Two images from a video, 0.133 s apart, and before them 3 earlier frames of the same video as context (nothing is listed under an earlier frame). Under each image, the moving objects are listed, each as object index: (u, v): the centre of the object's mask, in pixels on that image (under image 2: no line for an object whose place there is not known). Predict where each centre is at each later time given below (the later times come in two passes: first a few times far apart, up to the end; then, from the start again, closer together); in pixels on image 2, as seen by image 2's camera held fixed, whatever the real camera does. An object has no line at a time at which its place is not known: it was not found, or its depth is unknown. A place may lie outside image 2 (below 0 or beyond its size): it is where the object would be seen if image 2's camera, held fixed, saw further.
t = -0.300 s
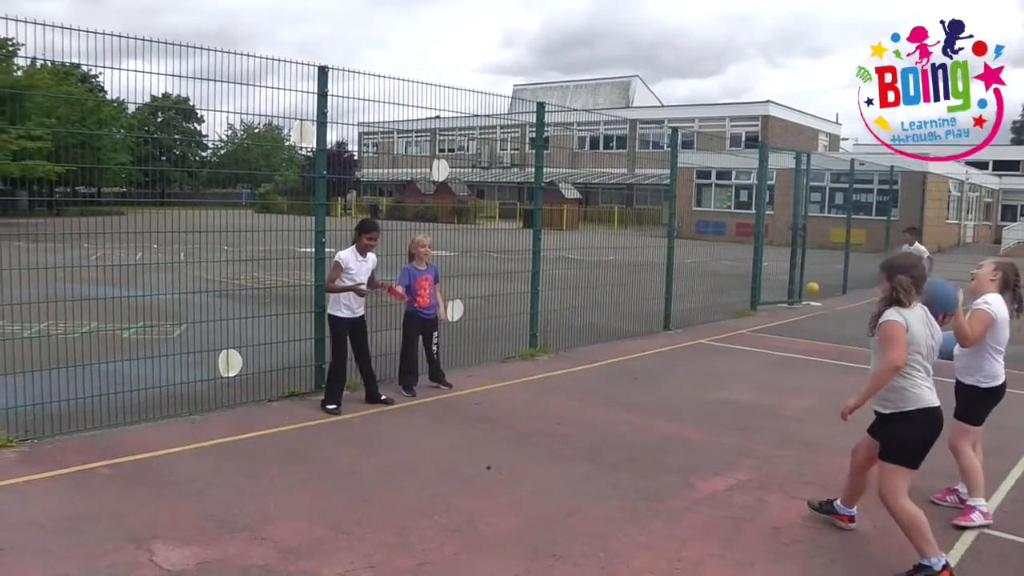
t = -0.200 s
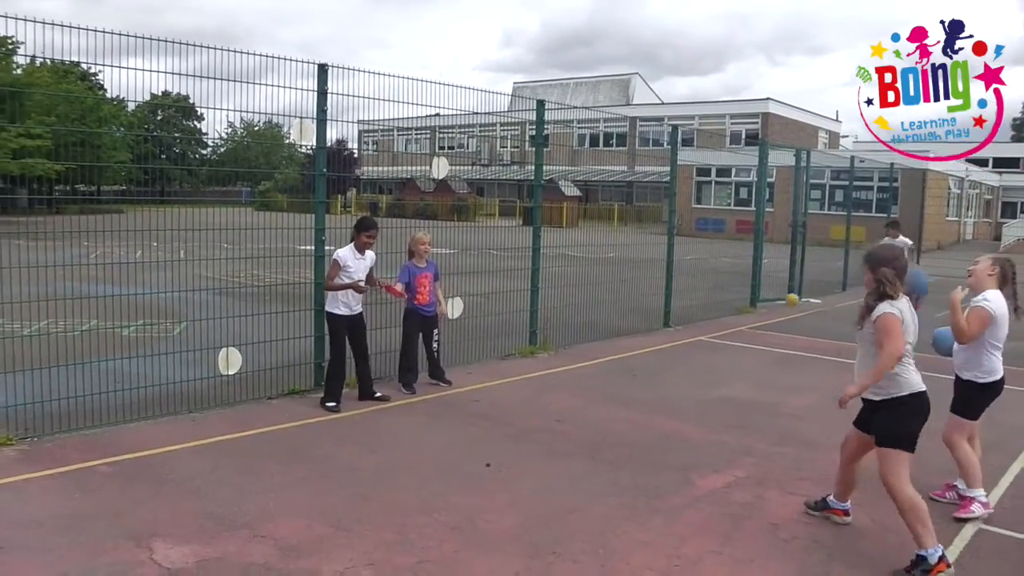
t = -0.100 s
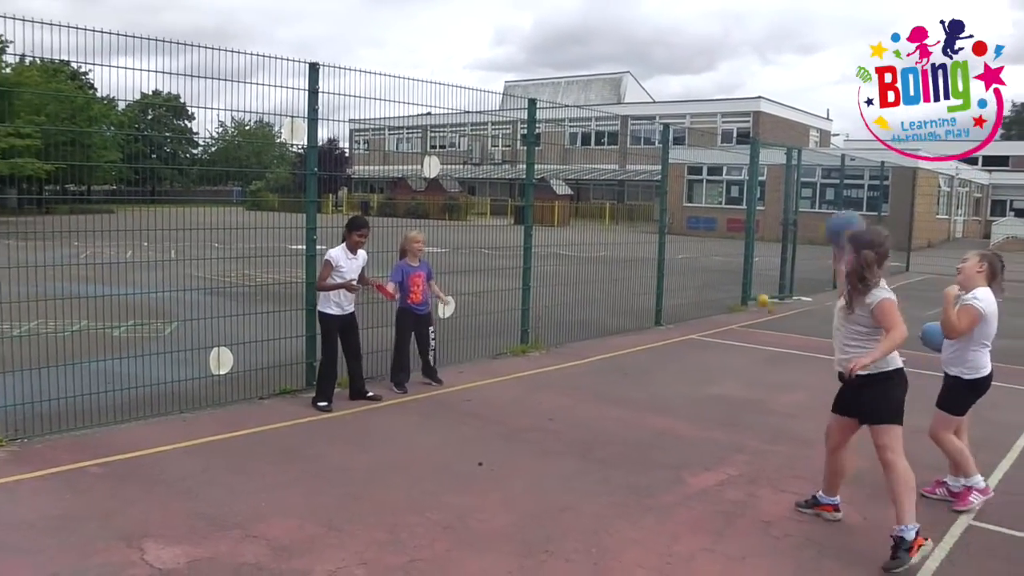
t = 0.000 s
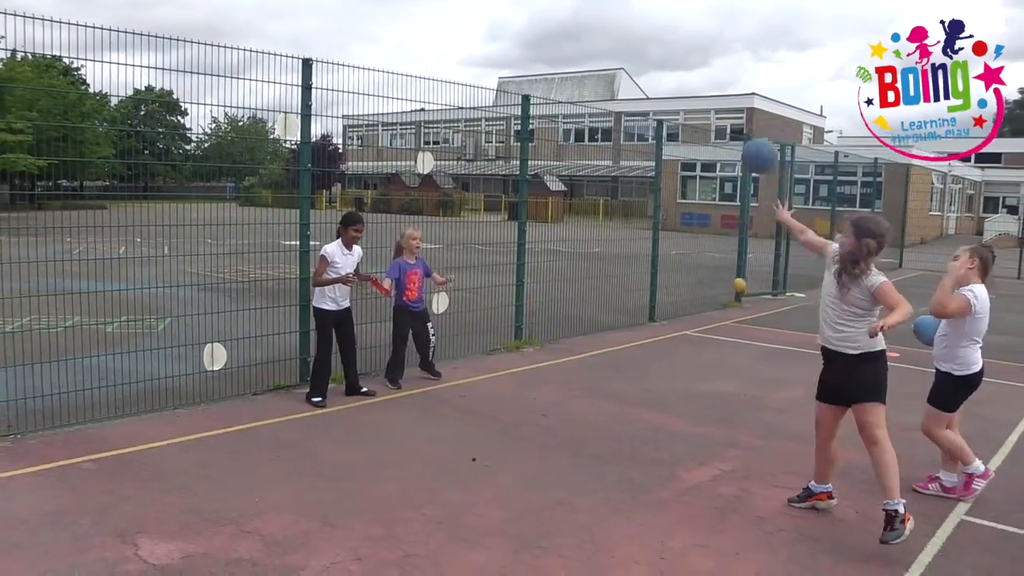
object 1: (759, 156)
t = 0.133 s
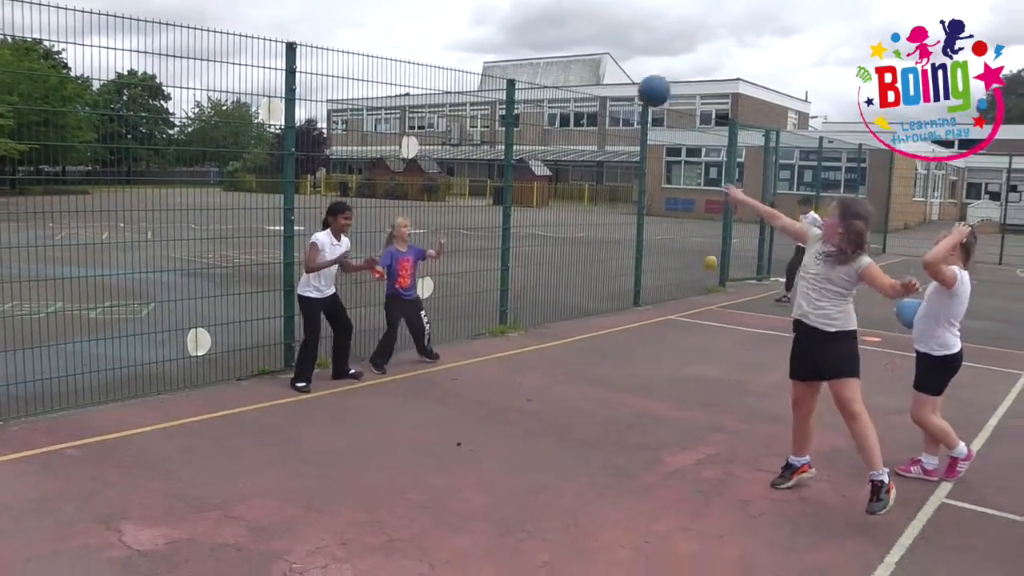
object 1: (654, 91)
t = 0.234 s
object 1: (598, 77)
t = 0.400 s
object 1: (525, 88)
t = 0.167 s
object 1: (635, 84)
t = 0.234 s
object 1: (598, 77)
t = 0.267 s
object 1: (582, 77)
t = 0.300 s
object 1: (566, 78)
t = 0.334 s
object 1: (552, 80)
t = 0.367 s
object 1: (538, 83)
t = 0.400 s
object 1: (525, 88)
